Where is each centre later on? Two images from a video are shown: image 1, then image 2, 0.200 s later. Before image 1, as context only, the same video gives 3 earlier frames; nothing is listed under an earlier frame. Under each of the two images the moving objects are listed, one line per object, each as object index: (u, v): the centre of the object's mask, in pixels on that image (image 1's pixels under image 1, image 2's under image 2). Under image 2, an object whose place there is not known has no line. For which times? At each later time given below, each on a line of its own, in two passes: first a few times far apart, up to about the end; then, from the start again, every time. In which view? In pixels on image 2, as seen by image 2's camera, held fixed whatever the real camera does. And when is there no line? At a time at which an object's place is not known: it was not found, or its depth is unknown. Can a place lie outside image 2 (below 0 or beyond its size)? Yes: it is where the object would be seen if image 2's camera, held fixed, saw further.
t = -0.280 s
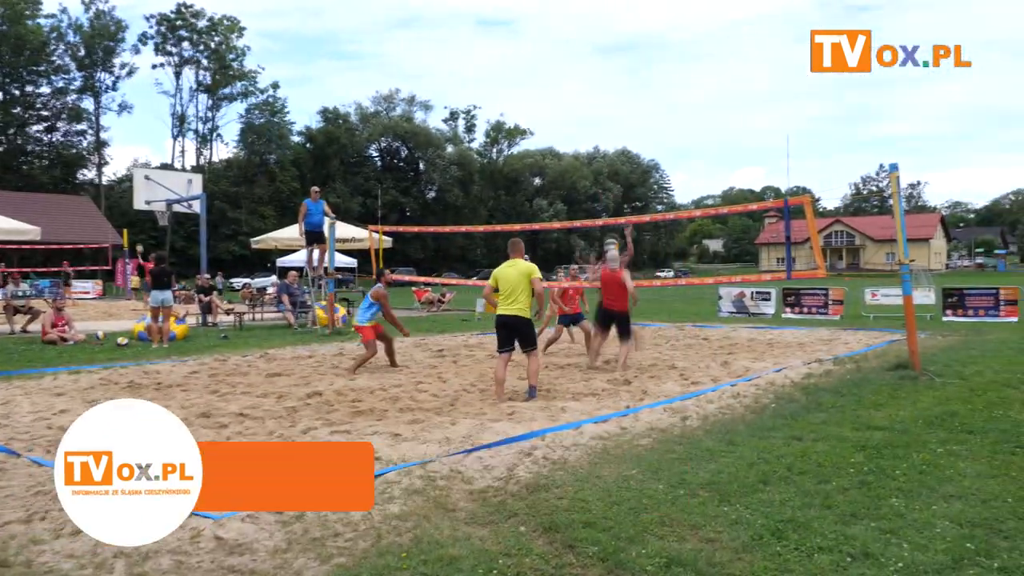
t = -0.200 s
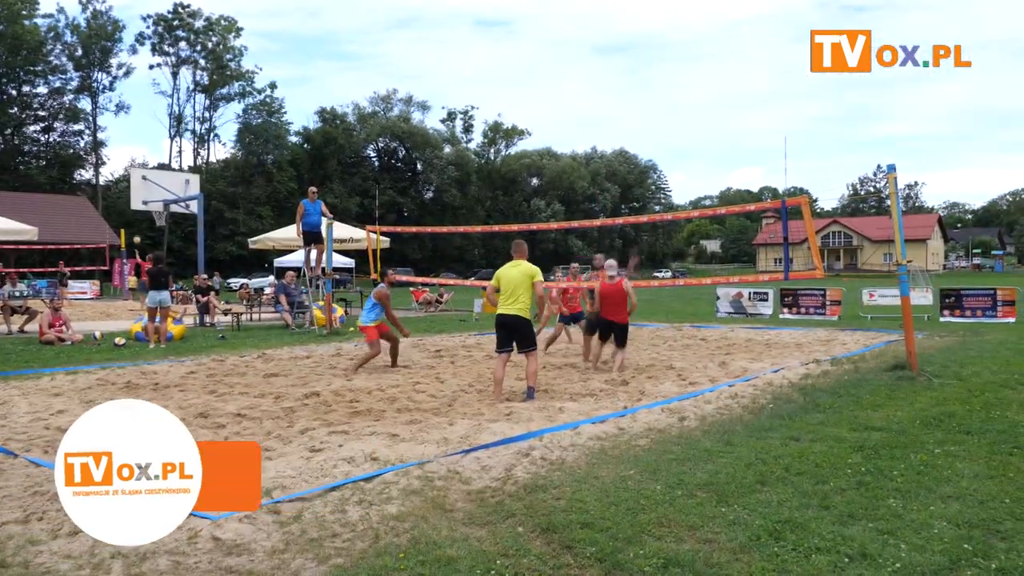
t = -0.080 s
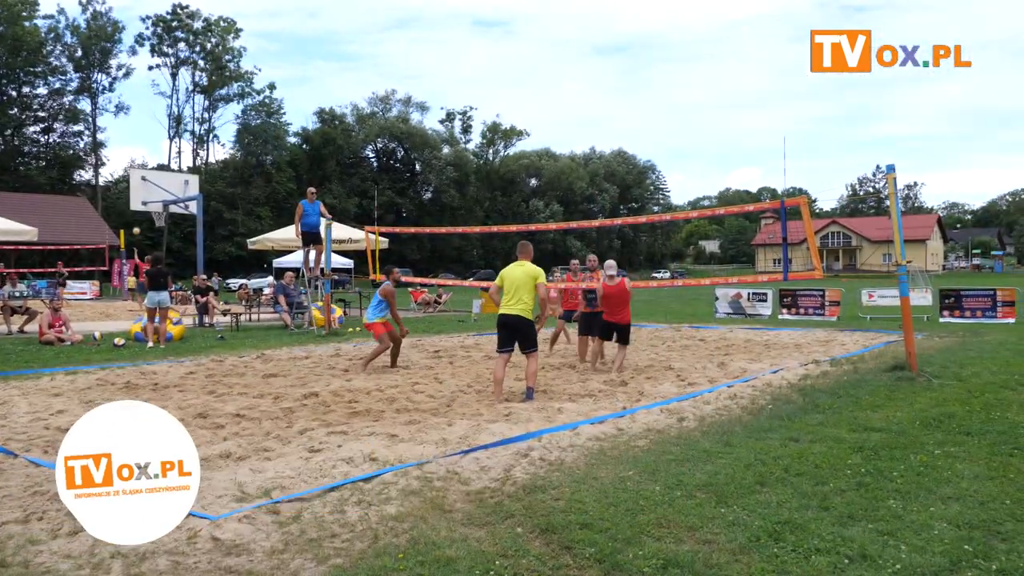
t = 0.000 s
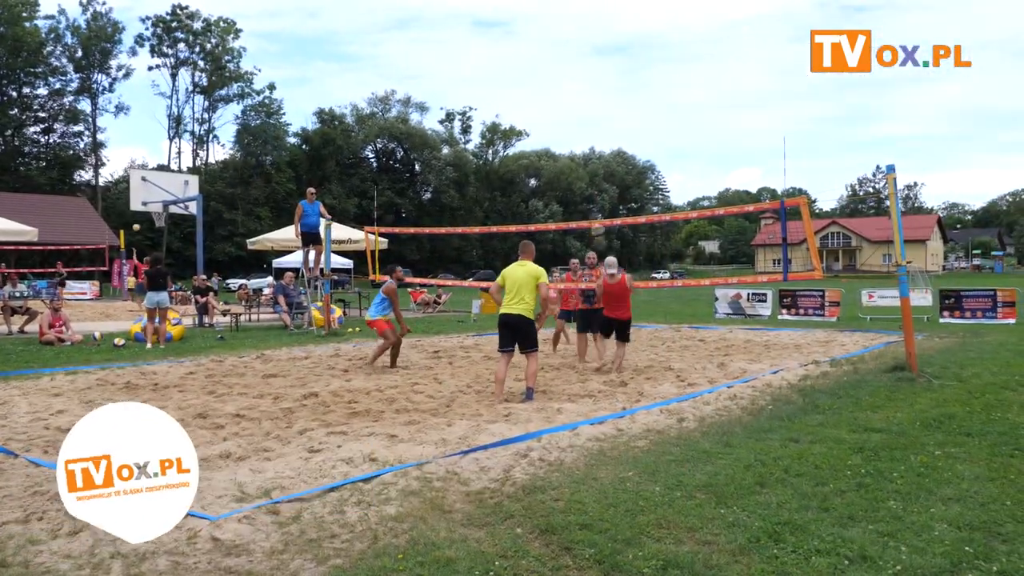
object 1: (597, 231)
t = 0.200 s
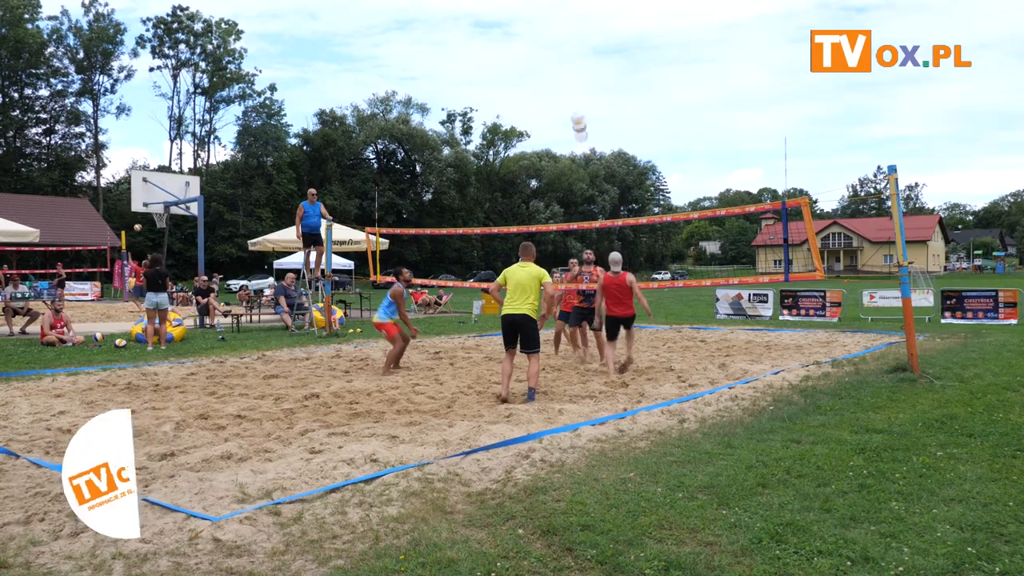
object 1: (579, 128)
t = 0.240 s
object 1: (575, 106)
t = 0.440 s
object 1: (558, 43)
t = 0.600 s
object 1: (545, 11)
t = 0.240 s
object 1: (575, 106)
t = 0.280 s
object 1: (571, 93)
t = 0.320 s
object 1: (568, 79)
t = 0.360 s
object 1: (564, 66)
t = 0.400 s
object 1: (561, 54)
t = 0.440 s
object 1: (558, 43)
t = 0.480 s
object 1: (554, 33)
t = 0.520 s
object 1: (551, 26)
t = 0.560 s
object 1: (547, 18)
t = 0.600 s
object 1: (545, 11)
